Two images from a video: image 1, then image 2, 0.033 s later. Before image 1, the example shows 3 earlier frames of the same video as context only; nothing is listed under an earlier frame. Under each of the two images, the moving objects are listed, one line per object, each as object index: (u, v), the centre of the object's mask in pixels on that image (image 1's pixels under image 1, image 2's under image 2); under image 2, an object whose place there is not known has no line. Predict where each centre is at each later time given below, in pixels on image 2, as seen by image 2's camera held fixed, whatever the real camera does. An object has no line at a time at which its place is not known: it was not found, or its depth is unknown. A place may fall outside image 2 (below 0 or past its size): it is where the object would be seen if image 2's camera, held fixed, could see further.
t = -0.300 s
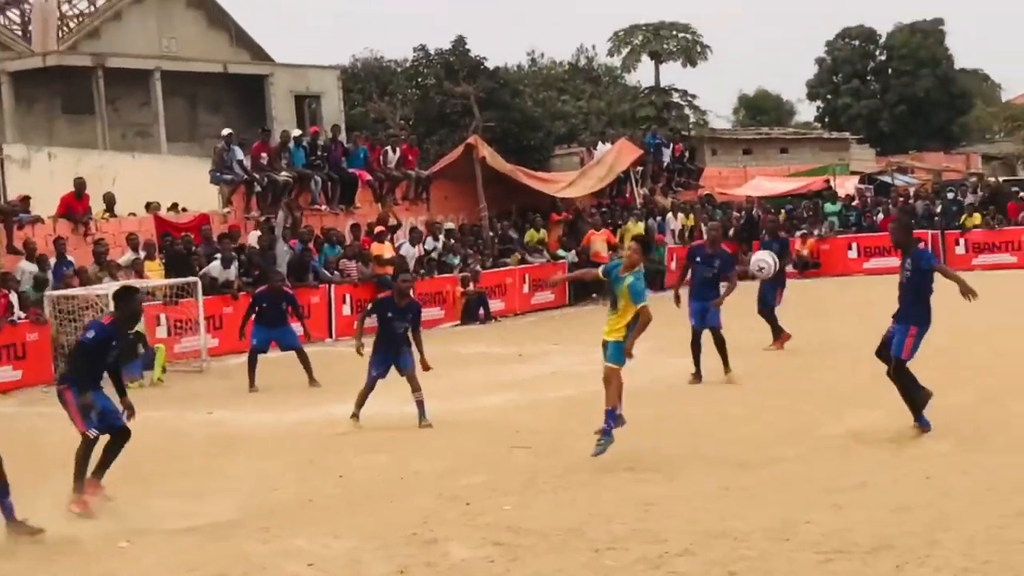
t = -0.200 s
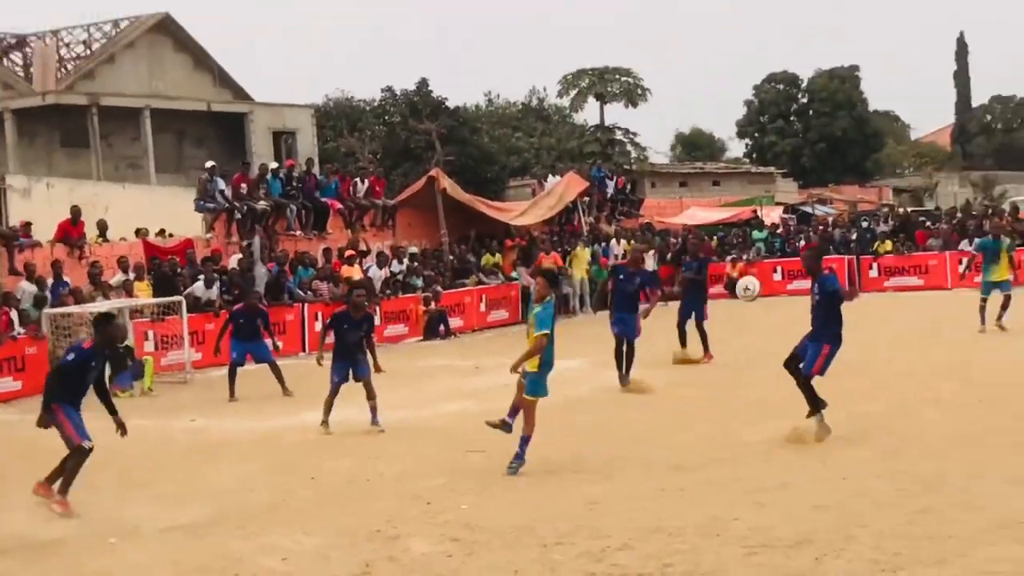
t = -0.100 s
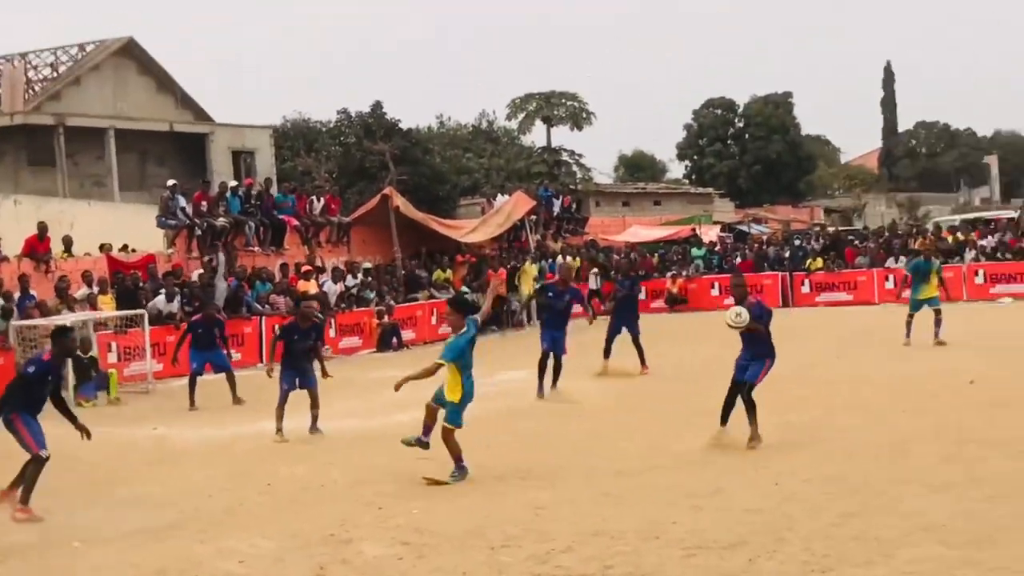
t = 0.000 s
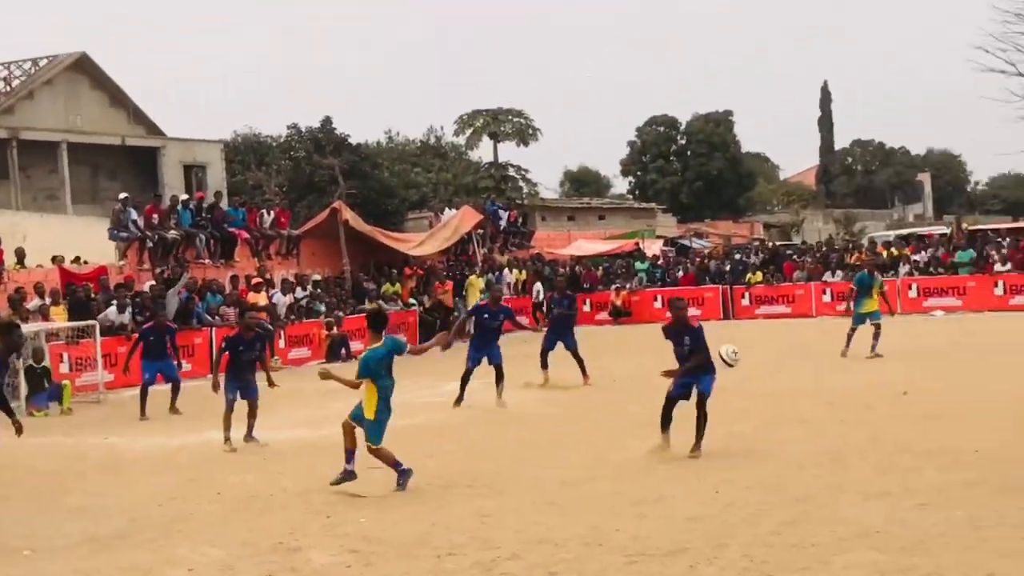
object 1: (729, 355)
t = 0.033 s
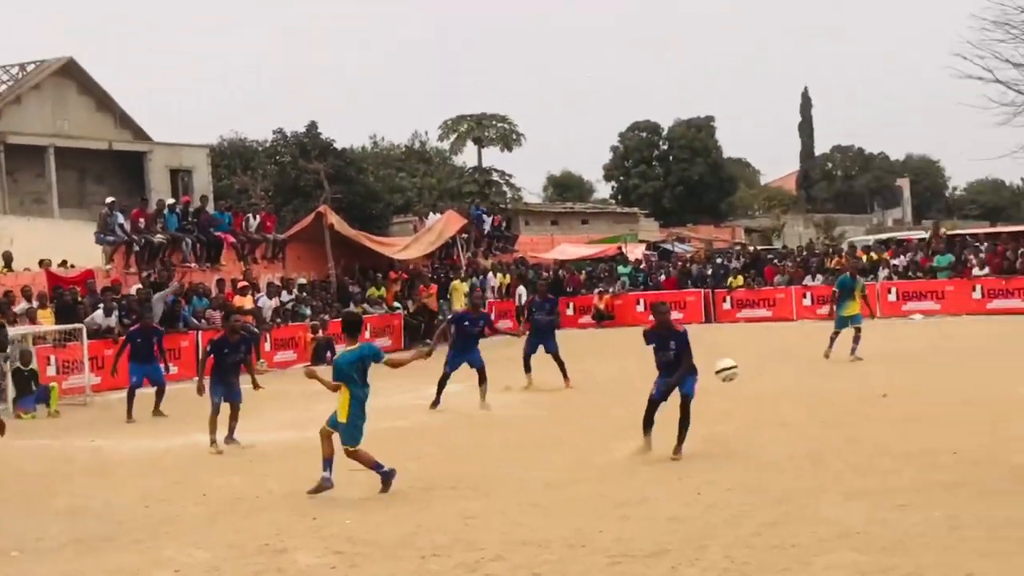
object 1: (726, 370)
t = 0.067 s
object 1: (741, 382)
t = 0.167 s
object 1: (788, 427)
